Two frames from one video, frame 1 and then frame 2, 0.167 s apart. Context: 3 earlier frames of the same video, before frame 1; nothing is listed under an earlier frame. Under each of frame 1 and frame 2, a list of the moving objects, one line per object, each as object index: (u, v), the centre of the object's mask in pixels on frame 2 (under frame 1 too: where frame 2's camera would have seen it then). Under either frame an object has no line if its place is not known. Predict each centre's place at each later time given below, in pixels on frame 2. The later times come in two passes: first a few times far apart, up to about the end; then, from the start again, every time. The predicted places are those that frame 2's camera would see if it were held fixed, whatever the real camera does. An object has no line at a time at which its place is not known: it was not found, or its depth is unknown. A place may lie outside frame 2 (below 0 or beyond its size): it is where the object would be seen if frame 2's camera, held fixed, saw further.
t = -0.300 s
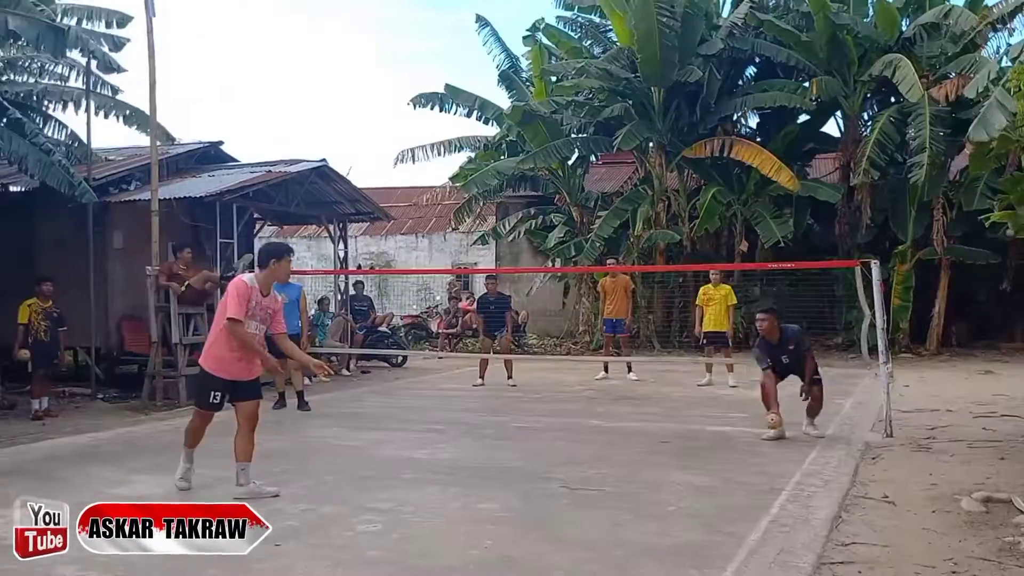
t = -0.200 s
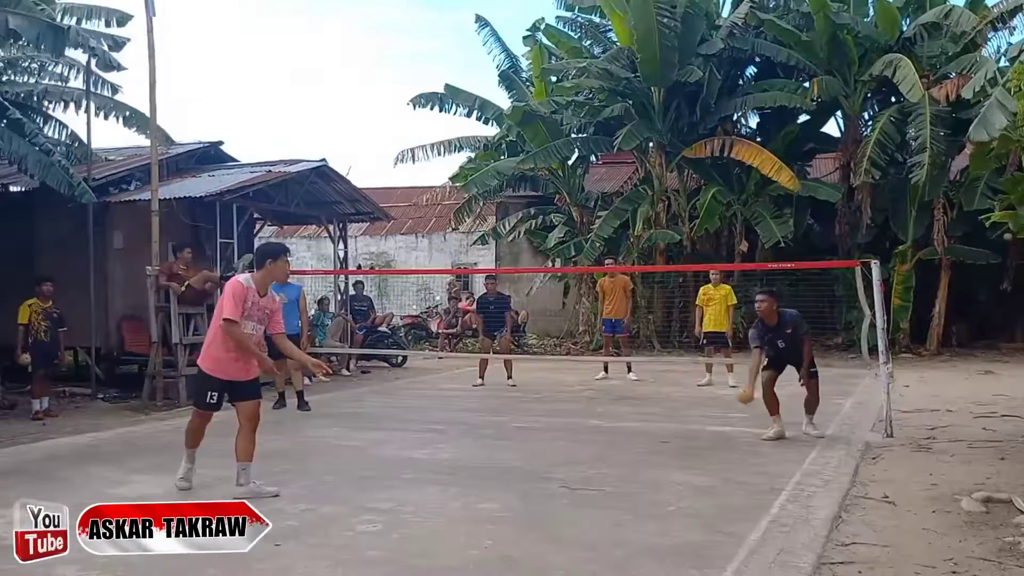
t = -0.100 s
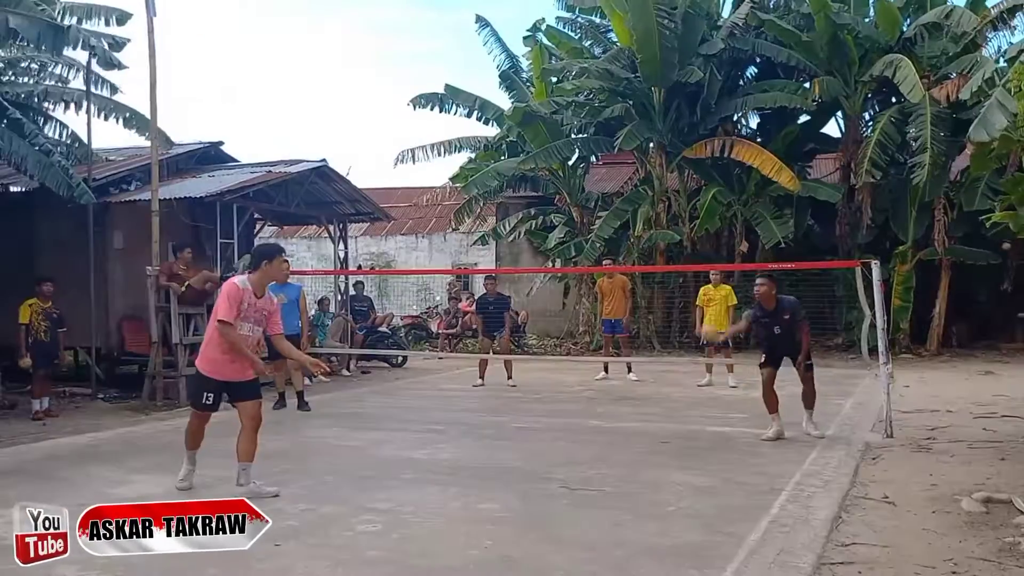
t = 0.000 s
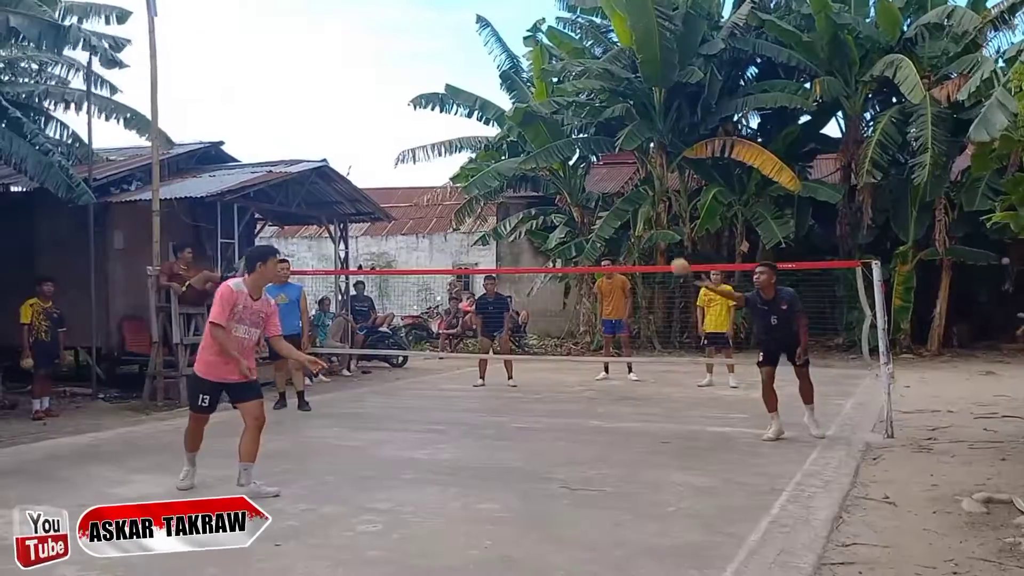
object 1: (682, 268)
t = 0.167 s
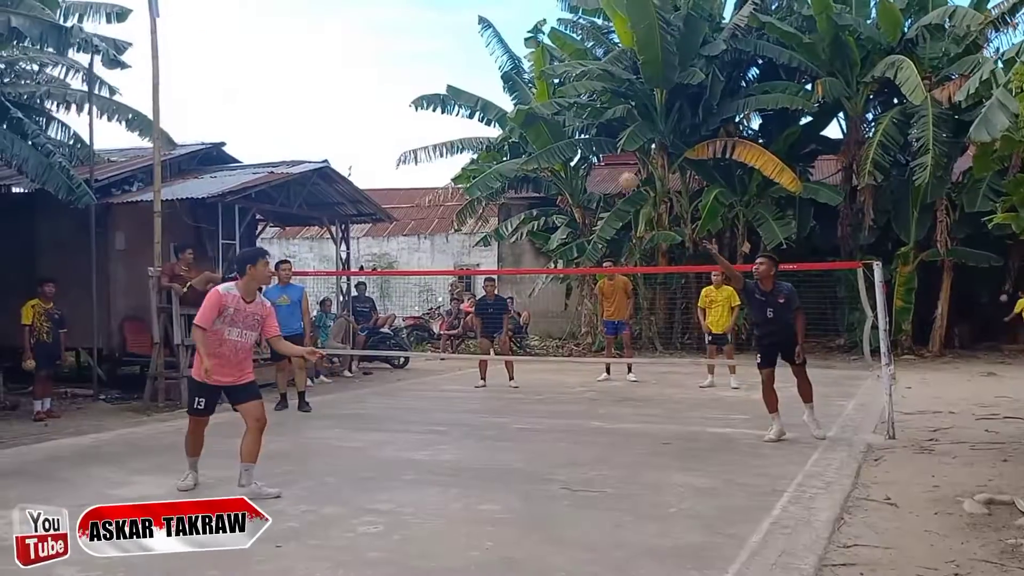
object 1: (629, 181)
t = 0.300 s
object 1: (582, 134)
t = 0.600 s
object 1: (468, 110)
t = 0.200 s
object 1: (617, 166)
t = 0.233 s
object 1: (606, 154)
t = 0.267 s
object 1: (595, 144)
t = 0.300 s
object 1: (582, 134)
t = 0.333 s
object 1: (570, 126)
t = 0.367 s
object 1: (559, 118)
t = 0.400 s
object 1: (546, 113)
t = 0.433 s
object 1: (535, 109)
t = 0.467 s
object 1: (521, 106)
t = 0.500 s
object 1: (509, 104)
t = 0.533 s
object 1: (494, 106)
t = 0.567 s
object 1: (483, 108)
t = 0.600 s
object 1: (468, 110)
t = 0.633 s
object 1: (454, 116)
